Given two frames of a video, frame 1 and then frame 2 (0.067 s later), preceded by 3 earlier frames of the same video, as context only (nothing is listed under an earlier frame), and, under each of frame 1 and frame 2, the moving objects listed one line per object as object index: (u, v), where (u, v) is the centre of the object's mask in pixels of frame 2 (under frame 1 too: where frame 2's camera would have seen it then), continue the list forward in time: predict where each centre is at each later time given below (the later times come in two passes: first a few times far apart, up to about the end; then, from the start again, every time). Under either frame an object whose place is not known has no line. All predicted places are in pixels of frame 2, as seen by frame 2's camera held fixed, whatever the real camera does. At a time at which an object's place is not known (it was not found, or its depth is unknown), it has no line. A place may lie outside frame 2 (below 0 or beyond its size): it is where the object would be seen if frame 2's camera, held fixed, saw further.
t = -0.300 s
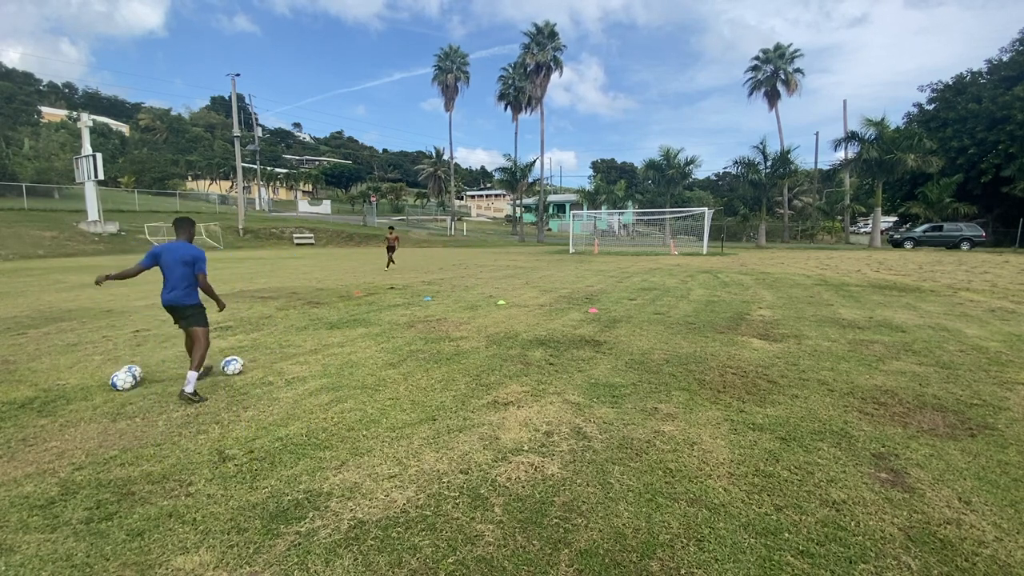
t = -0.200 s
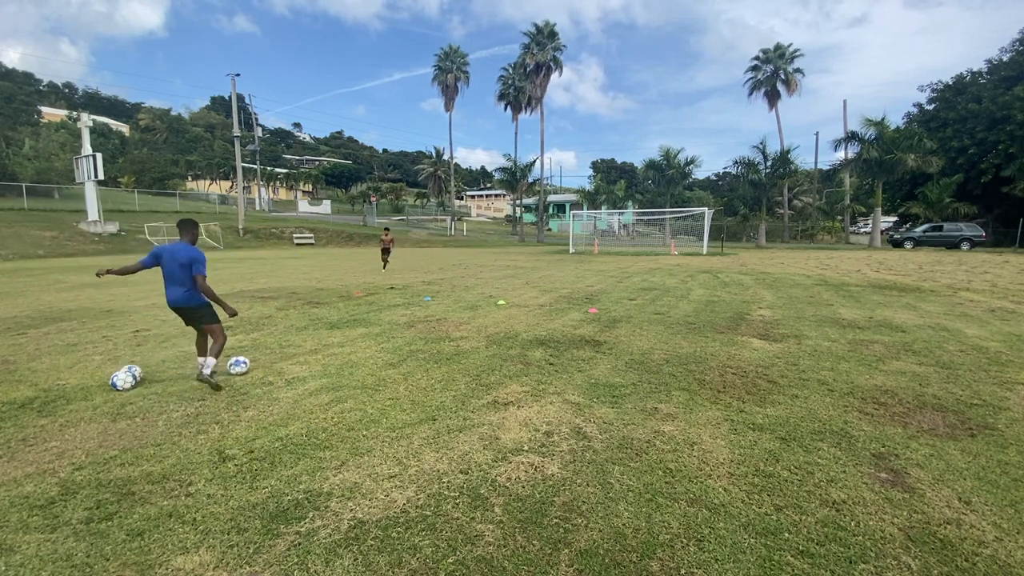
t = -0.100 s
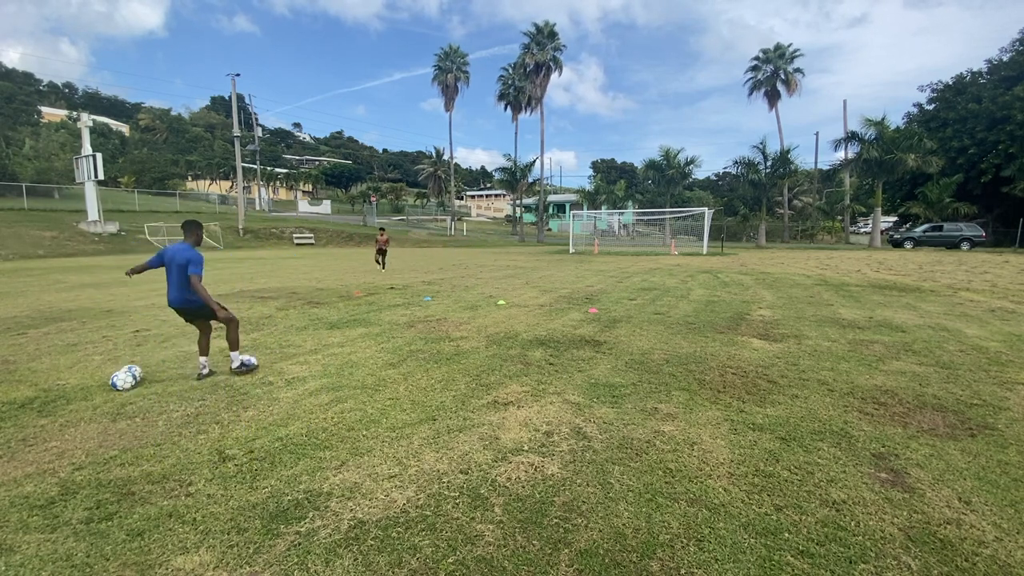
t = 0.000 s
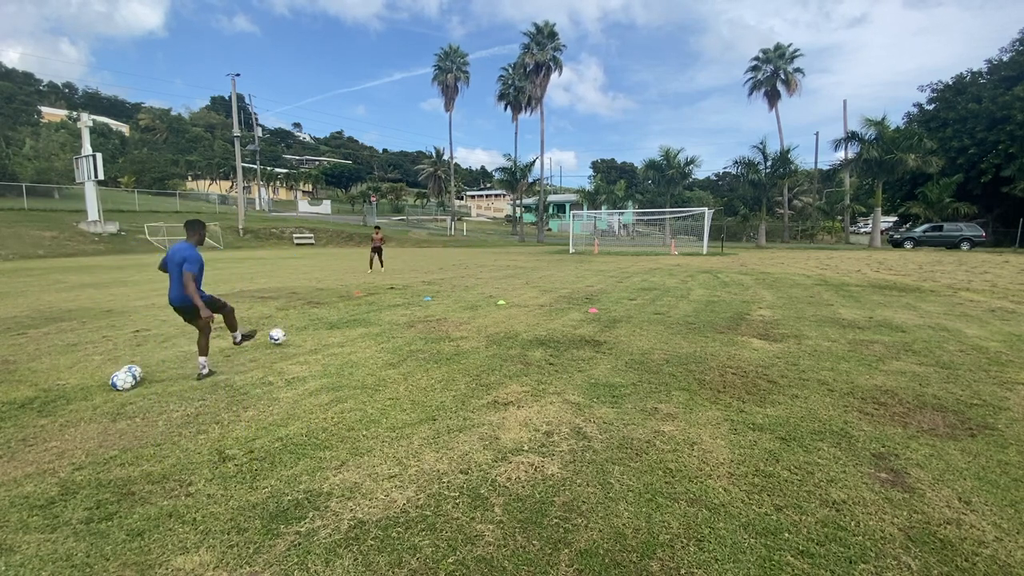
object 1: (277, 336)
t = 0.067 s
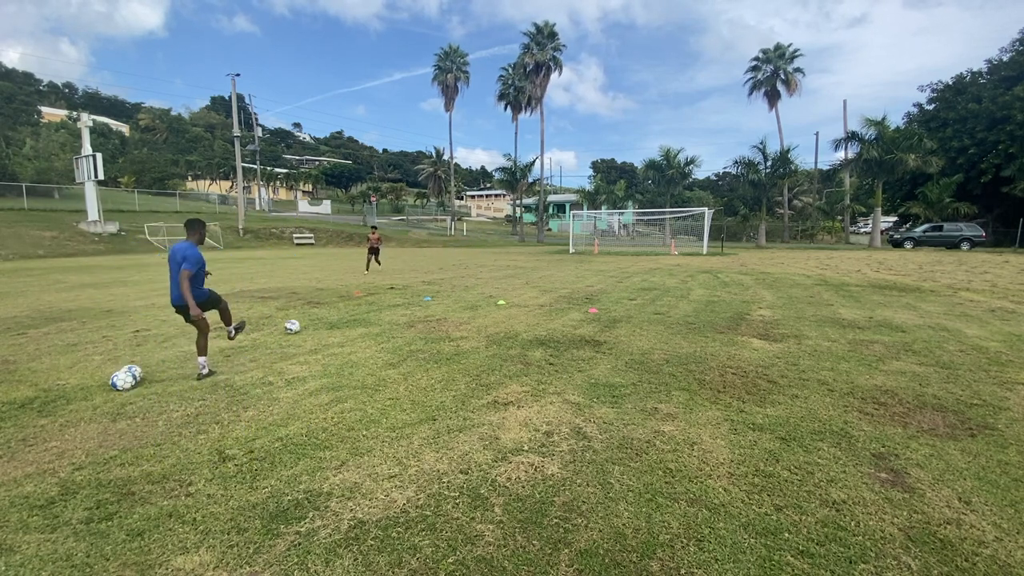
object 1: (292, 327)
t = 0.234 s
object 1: (314, 308)
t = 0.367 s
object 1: (326, 297)
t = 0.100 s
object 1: (298, 323)
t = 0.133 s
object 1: (303, 319)
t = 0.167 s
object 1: (307, 314)
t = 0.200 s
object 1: (312, 311)
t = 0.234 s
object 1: (314, 308)
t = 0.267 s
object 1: (318, 306)
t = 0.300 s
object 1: (321, 303)
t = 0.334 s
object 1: (324, 300)
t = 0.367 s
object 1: (326, 297)
